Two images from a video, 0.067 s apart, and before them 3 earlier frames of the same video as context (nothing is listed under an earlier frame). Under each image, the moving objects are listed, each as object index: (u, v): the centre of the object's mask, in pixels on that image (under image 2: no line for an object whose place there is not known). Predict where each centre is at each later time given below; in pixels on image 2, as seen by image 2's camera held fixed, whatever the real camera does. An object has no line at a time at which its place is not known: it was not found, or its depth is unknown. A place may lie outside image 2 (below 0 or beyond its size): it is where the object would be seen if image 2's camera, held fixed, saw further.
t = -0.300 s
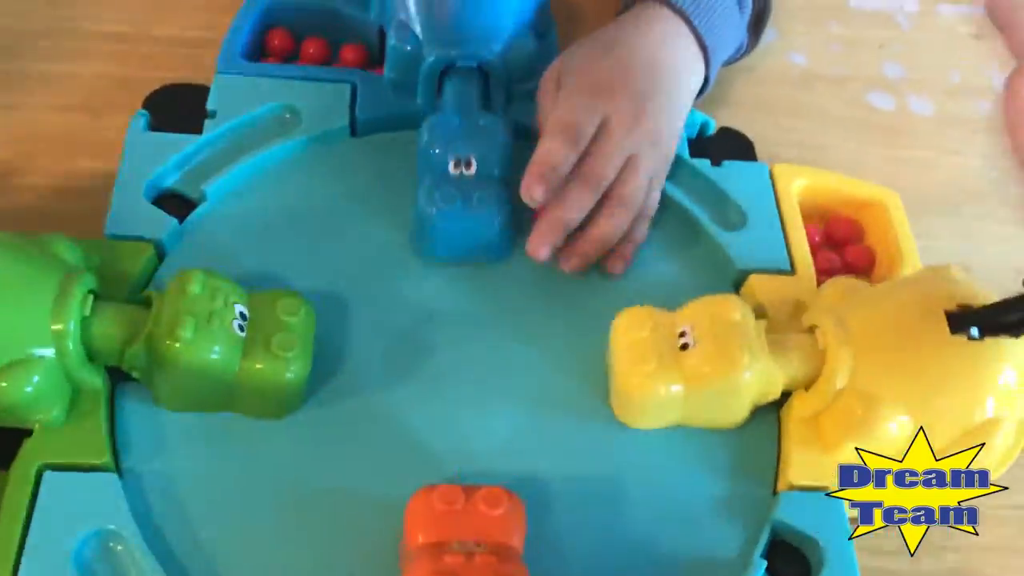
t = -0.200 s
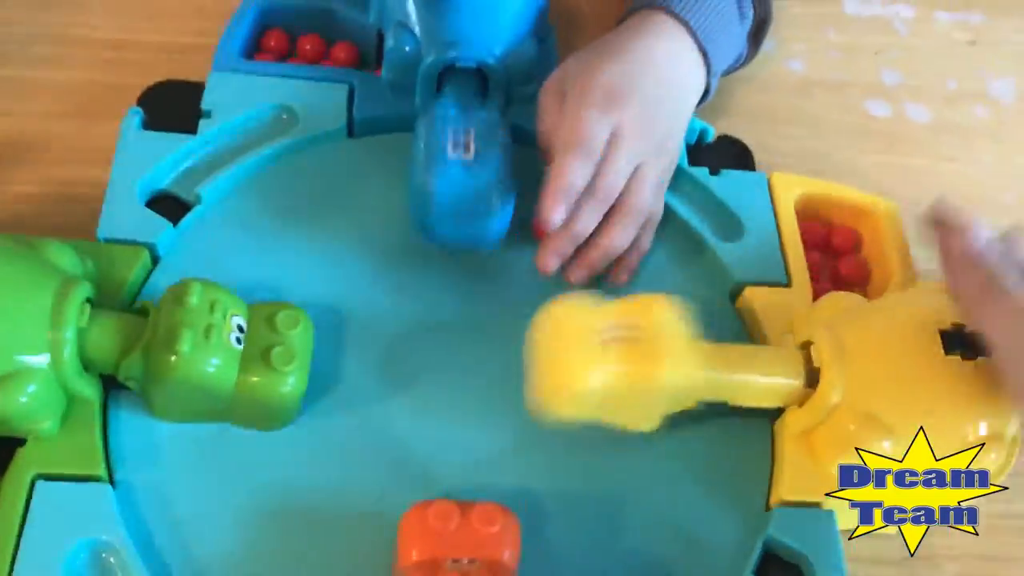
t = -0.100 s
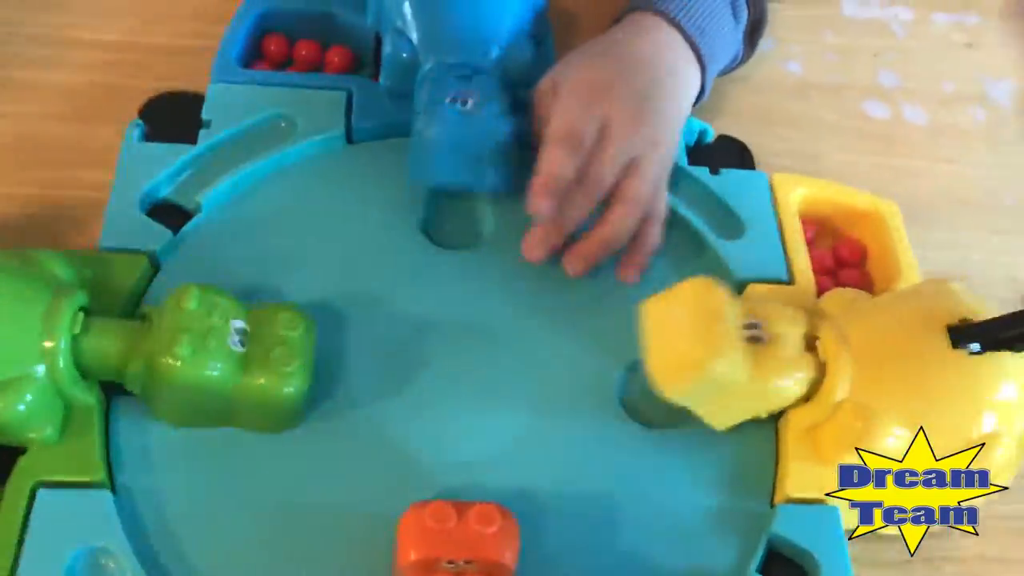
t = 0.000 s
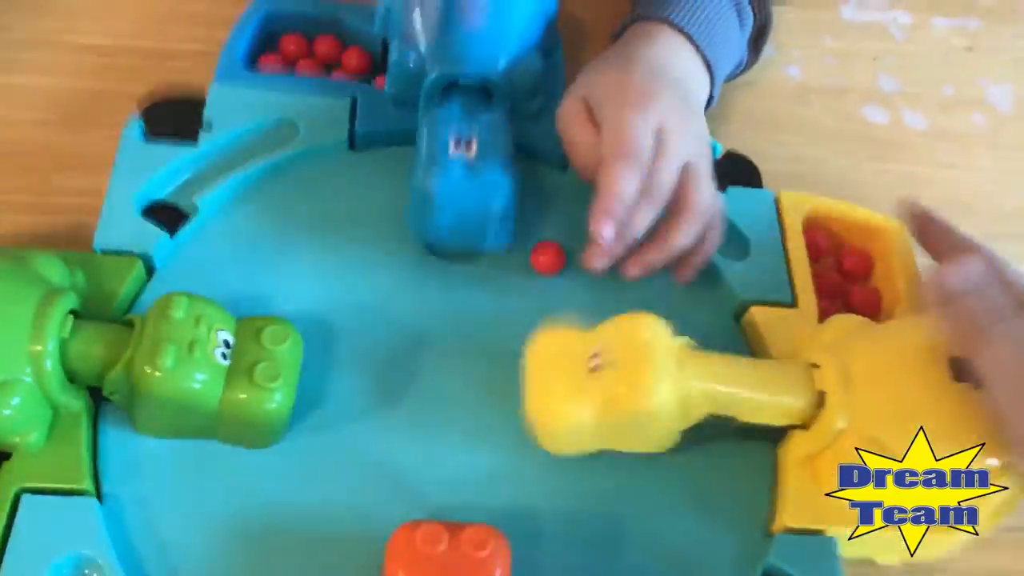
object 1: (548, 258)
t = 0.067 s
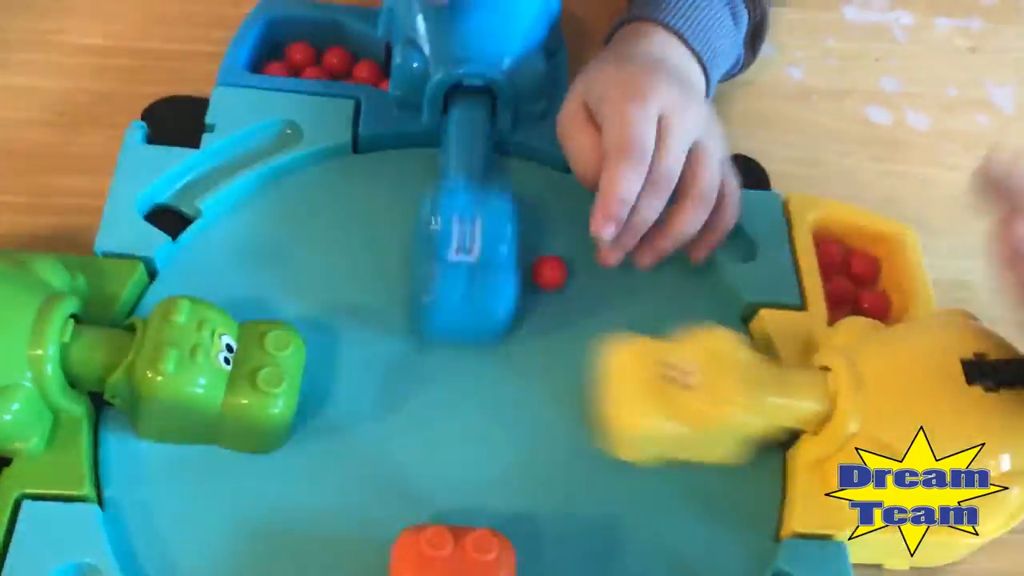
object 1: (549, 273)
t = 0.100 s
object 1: (547, 279)
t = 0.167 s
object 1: (542, 292)
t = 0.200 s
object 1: (539, 295)
